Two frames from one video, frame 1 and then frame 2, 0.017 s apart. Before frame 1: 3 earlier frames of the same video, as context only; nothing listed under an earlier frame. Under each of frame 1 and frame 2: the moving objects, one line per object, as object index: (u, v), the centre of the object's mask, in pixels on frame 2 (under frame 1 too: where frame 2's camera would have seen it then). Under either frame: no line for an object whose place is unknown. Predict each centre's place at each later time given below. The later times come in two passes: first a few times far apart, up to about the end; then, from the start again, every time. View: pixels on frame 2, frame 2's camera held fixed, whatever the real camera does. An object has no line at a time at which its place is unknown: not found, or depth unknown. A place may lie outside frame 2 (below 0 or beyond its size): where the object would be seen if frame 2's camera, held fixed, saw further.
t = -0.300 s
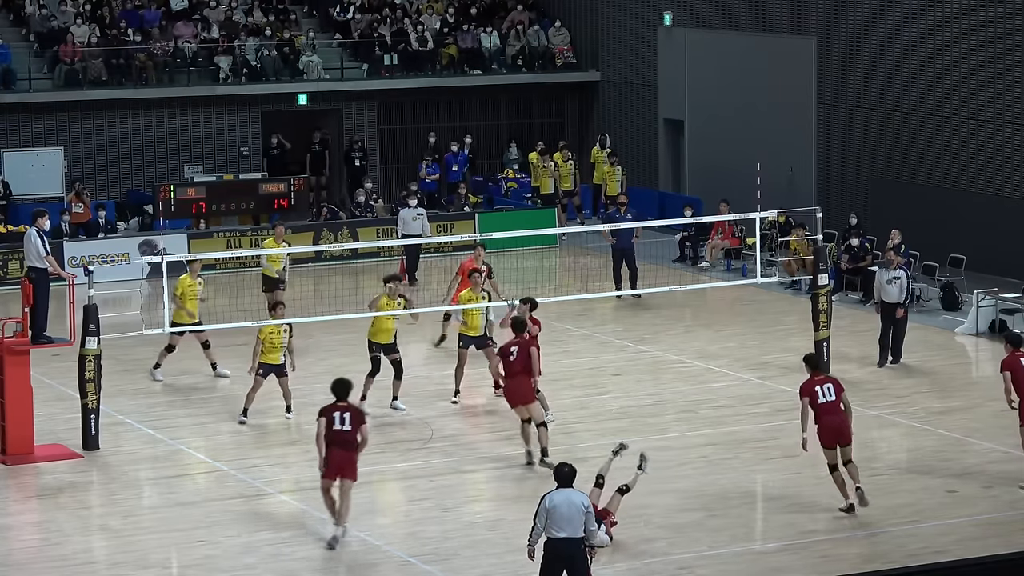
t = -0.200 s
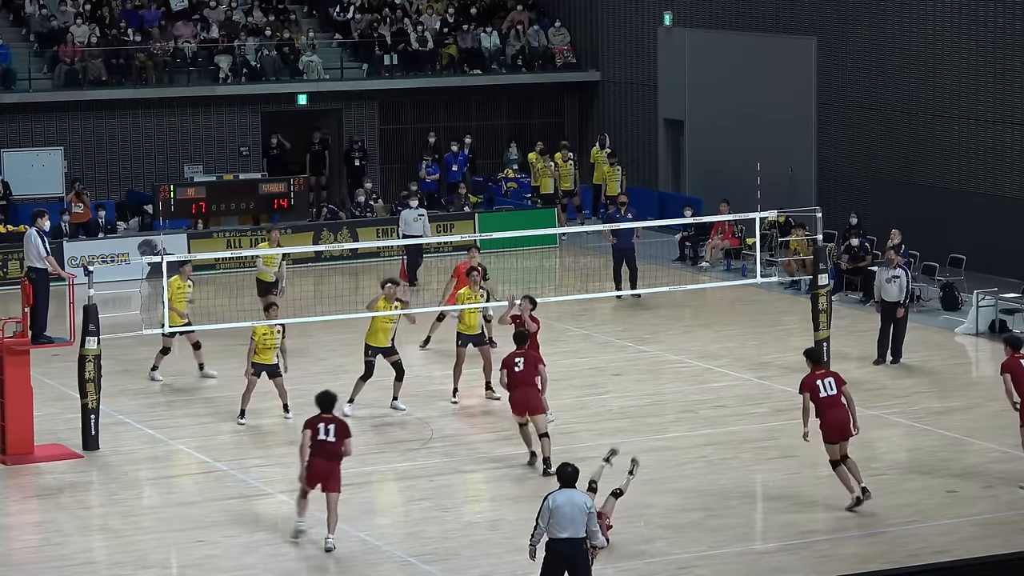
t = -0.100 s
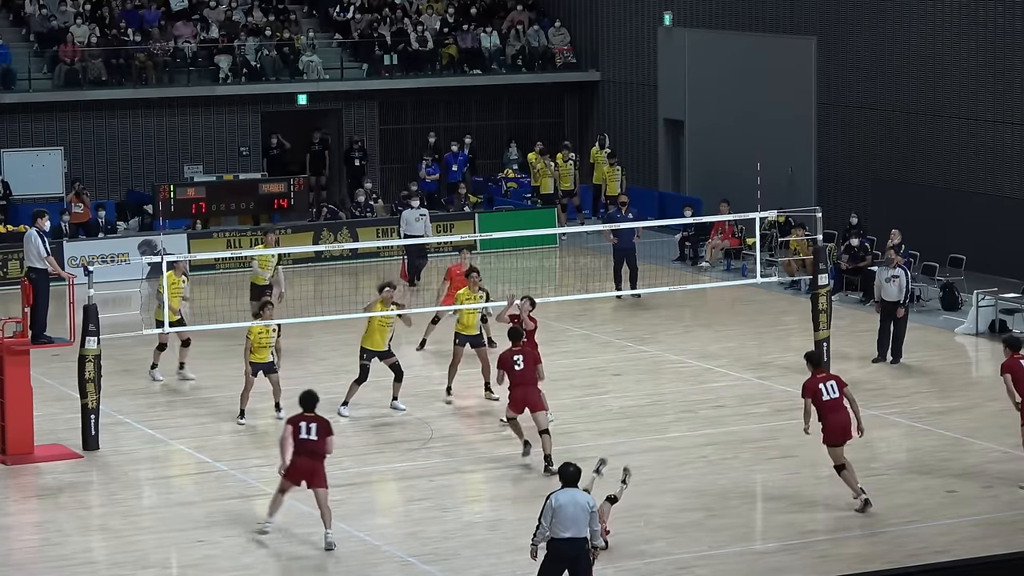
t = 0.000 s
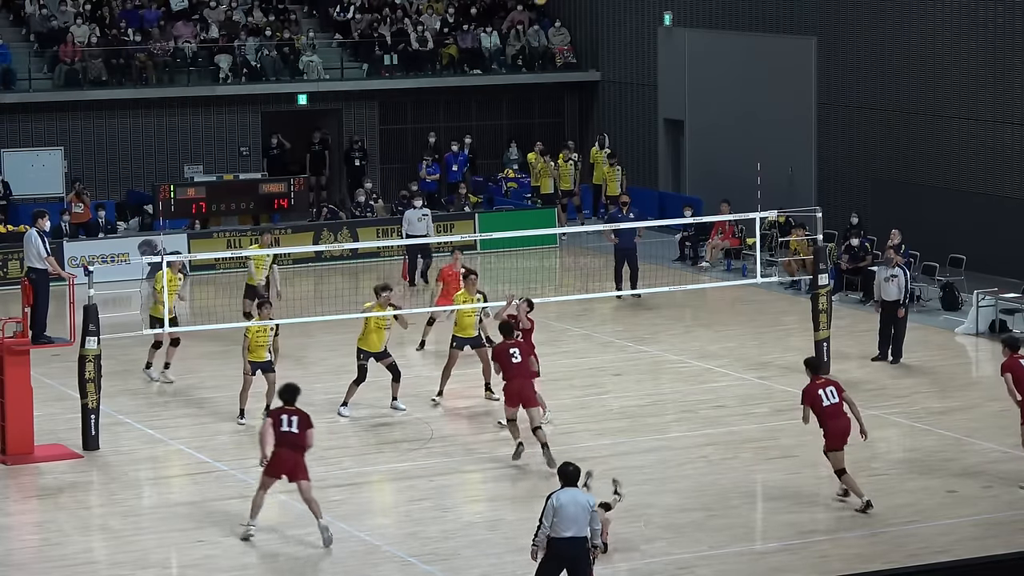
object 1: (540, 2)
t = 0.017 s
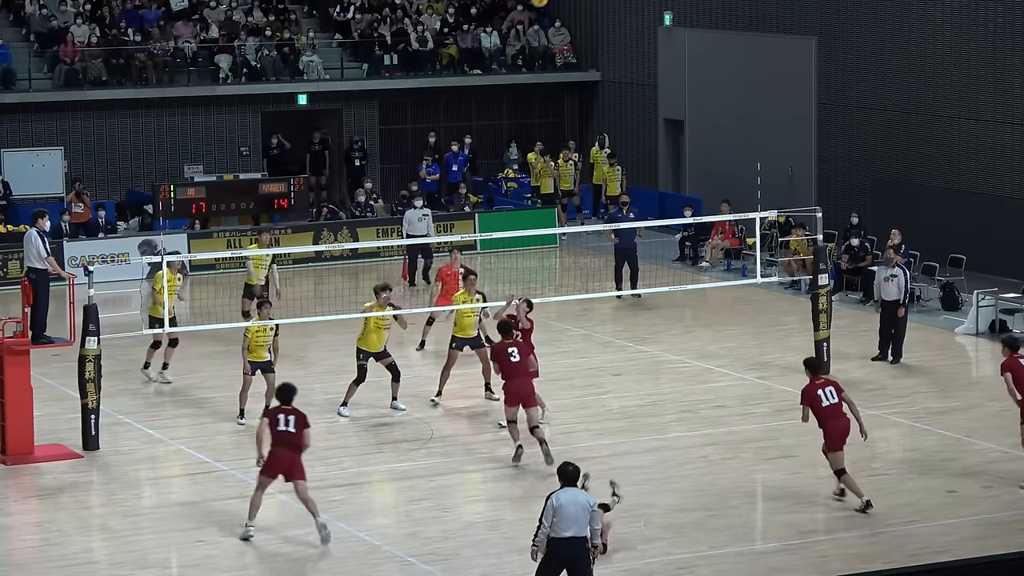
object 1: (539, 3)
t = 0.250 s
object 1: (524, 56)
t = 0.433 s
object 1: (513, 127)
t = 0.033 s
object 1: (538, 5)
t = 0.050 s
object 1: (537, 6)
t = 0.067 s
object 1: (536, 8)
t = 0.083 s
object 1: (535, 10)
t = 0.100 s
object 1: (534, 14)
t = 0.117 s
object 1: (533, 17)
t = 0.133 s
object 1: (532, 21)
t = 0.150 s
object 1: (531, 26)
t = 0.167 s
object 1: (530, 31)
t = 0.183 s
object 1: (529, 35)
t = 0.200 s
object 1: (528, 41)
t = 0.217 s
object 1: (527, 46)
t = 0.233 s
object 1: (525, 51)
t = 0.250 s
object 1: (524, 56)
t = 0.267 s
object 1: (523, 62)
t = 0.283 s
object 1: (522, 67)
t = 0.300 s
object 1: (521, 73)
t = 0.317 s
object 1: (520, 80)
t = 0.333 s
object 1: (519, 86)
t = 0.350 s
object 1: (517, 93)
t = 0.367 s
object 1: (516, 99)
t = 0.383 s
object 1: (515, 106)
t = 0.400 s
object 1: (514, 112)
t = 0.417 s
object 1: (513, 120)
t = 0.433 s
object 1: (513, 127)
